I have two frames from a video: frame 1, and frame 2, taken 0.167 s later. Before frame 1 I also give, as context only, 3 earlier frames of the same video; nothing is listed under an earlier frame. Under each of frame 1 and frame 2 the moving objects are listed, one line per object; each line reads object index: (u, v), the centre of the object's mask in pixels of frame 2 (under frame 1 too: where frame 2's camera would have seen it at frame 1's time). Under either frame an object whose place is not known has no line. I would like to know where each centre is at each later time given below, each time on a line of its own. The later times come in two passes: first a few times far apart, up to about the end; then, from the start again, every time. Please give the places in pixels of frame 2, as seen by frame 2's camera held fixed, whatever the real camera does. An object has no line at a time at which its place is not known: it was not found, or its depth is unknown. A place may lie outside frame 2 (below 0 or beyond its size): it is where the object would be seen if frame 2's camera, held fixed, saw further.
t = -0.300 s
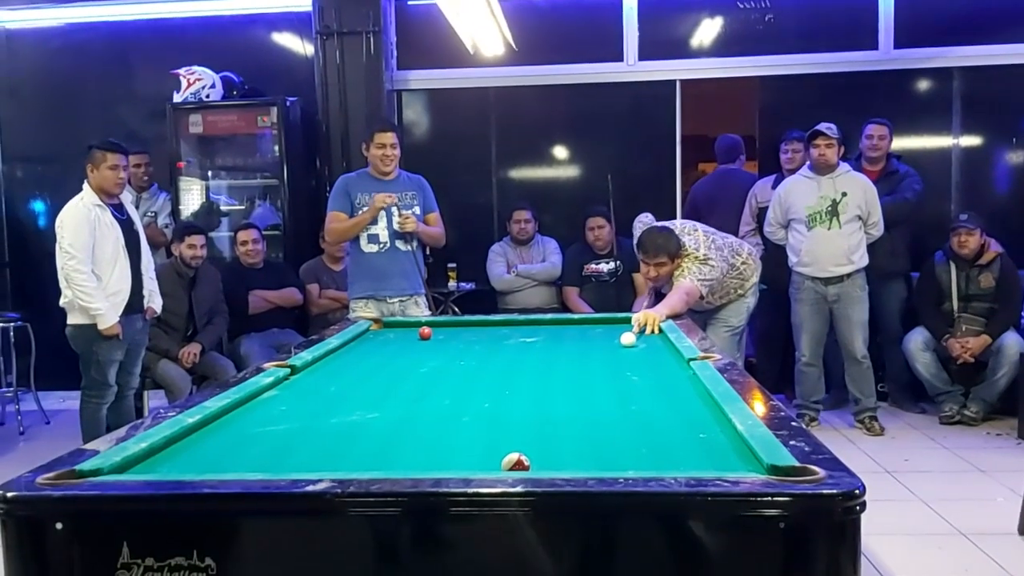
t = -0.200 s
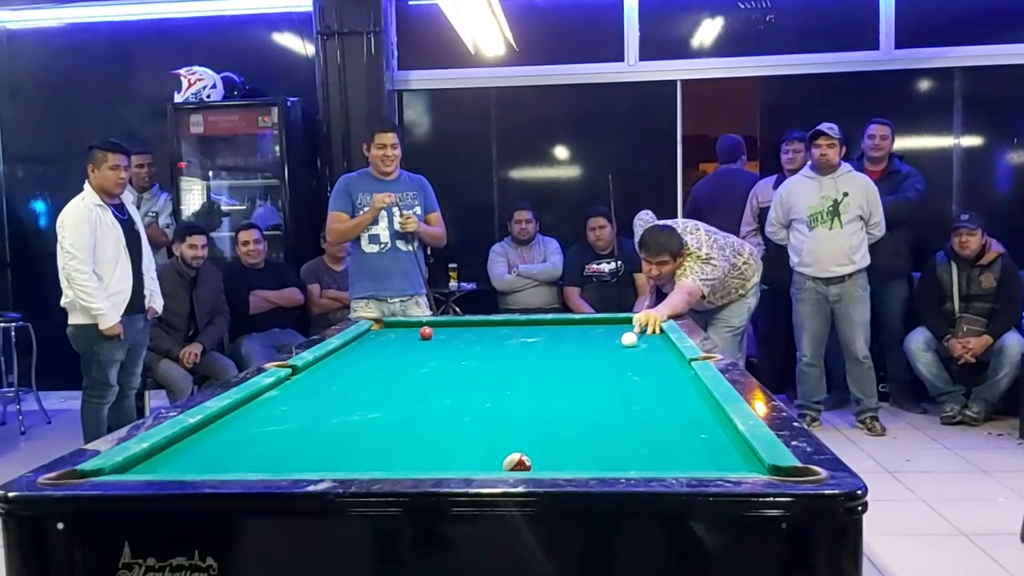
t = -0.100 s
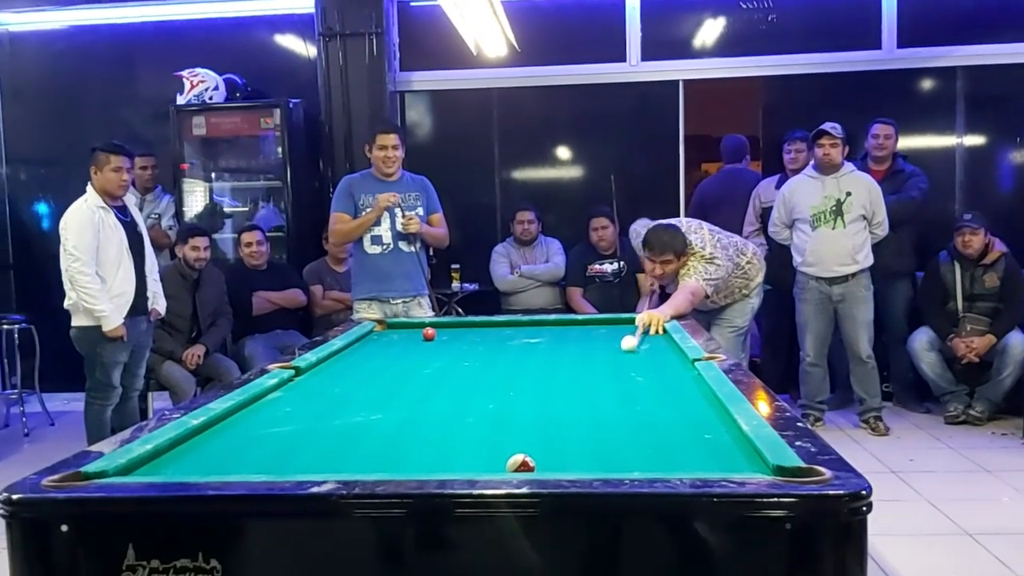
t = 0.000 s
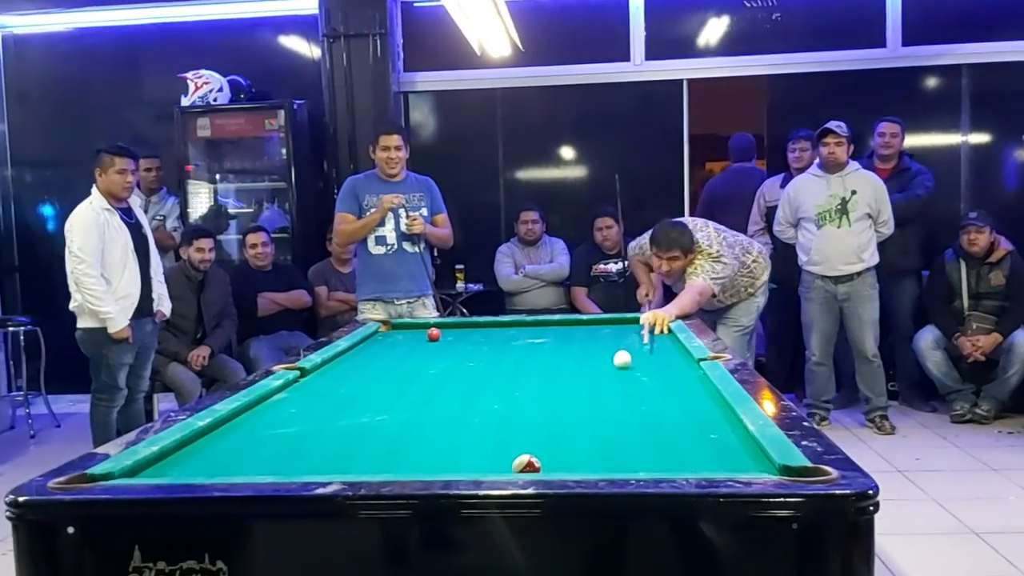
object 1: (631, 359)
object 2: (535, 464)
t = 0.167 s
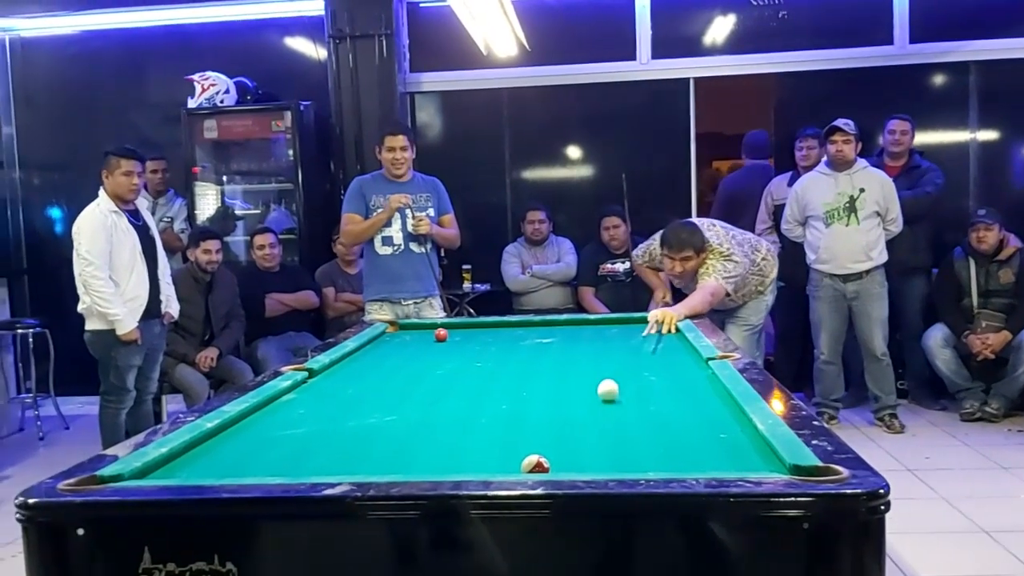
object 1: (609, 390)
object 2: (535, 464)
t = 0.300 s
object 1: (588, 420)
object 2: (535, 465)
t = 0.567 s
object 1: (613, 462)
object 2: (487, 465)
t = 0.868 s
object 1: (732, 436)
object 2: (429, 451)
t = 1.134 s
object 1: (683, 418)
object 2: (390, 436)
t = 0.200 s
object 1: (603, 397)
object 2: (535, 464)
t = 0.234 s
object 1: (598, 405)
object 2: (535, 464)
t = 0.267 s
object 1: (593, 412)
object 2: (535, 464)
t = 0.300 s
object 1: (588, 420)
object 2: (535, 465)
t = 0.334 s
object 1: (582, 428)
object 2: (535, 464)
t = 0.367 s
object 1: (577, 437)
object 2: (534, 464)
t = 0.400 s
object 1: (571, 446)
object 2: (535, 464)
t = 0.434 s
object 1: (565, 455)
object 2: (534, 464)
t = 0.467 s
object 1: (561, 461)
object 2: (529, 464)
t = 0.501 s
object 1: (577, 465)
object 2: (509, 467)
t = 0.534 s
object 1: (594, 466)
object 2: (495, 467)
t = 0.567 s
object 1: (613, 462)
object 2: (487, 465)
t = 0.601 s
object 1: (630, 461)
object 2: (479, 464)
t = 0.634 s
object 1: (647, 458)
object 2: (471, 463)
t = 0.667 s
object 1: (661, 455)
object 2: (465, 462)
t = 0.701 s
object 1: (674, 451)
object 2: (458, 460)
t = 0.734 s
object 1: (687, 448)
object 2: (452, 458)
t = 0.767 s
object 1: (699, 445)
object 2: (446, 457)
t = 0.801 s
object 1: (710, 442)
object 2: (440, 455)
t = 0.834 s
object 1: (721, 439)
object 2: (435, 453)
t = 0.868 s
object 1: (732, 436)
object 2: (429, 451)
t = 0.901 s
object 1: (743, 433)
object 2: (424, 448)
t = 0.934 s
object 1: (740, 431)
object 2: (418, 446)
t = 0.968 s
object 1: (729, 428)
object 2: (413, 445)
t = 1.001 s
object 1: (719, 427)
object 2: (409, 443)
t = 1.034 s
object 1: (709, 424)
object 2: (404, 441)
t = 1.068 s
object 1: (700, 422)
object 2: (400, 440)
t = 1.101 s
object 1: (691, 420)
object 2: (395, 438)
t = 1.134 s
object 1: (683, 418)
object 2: (390, 436)
